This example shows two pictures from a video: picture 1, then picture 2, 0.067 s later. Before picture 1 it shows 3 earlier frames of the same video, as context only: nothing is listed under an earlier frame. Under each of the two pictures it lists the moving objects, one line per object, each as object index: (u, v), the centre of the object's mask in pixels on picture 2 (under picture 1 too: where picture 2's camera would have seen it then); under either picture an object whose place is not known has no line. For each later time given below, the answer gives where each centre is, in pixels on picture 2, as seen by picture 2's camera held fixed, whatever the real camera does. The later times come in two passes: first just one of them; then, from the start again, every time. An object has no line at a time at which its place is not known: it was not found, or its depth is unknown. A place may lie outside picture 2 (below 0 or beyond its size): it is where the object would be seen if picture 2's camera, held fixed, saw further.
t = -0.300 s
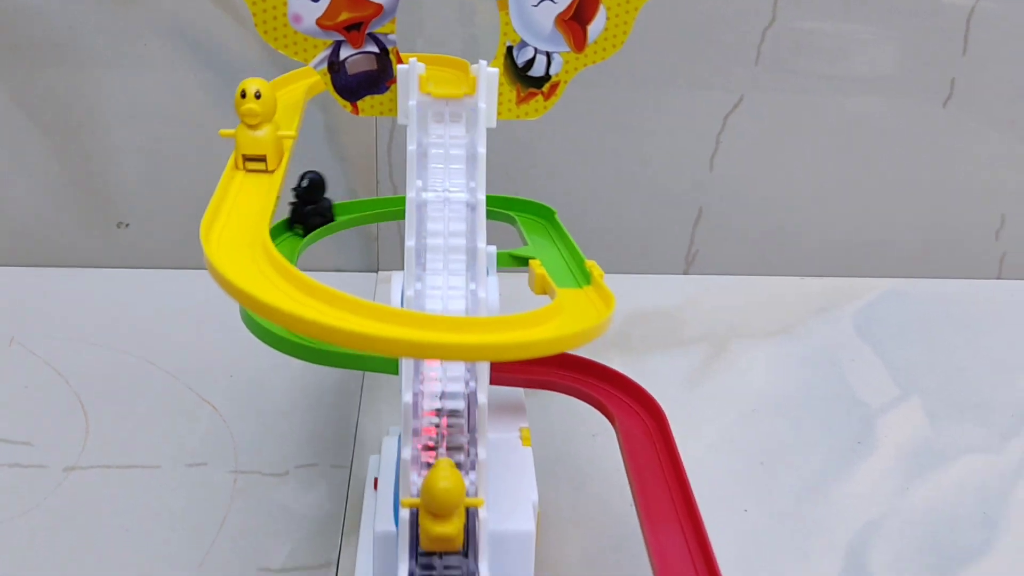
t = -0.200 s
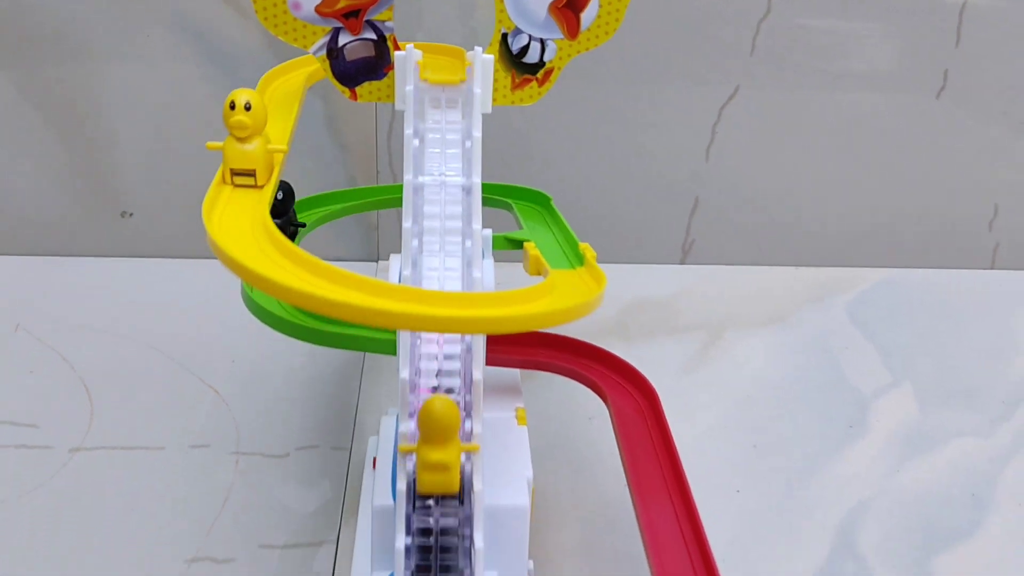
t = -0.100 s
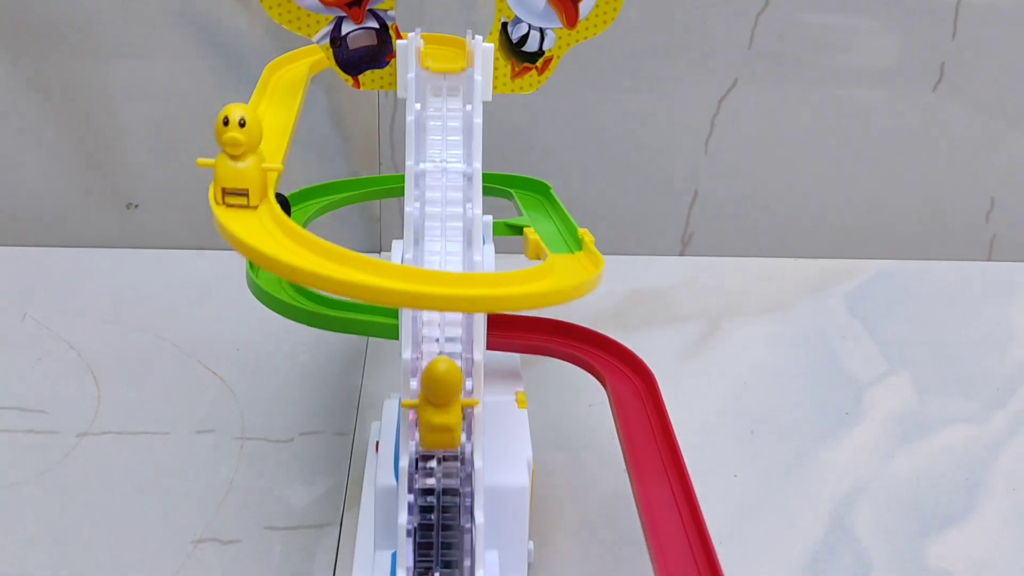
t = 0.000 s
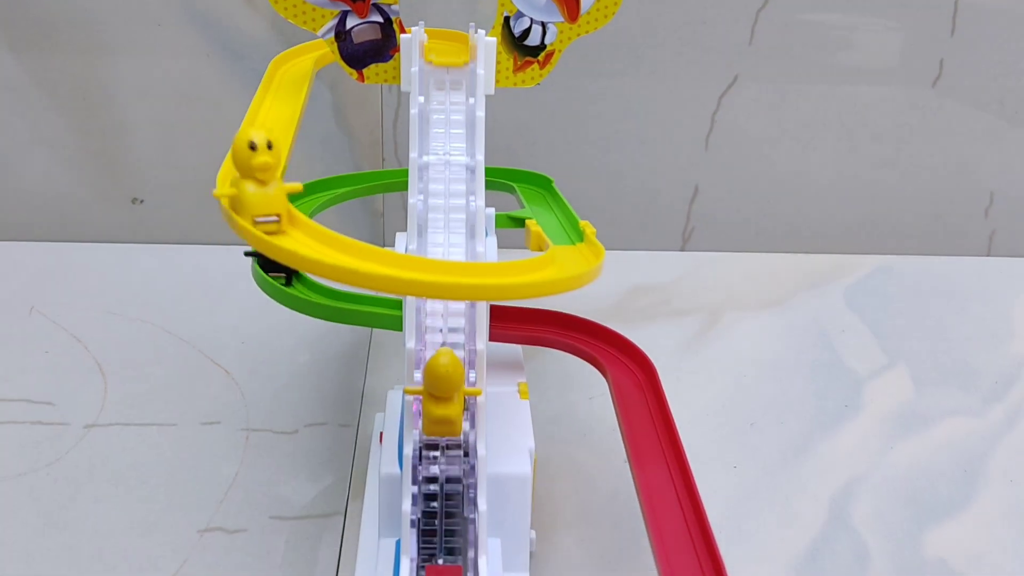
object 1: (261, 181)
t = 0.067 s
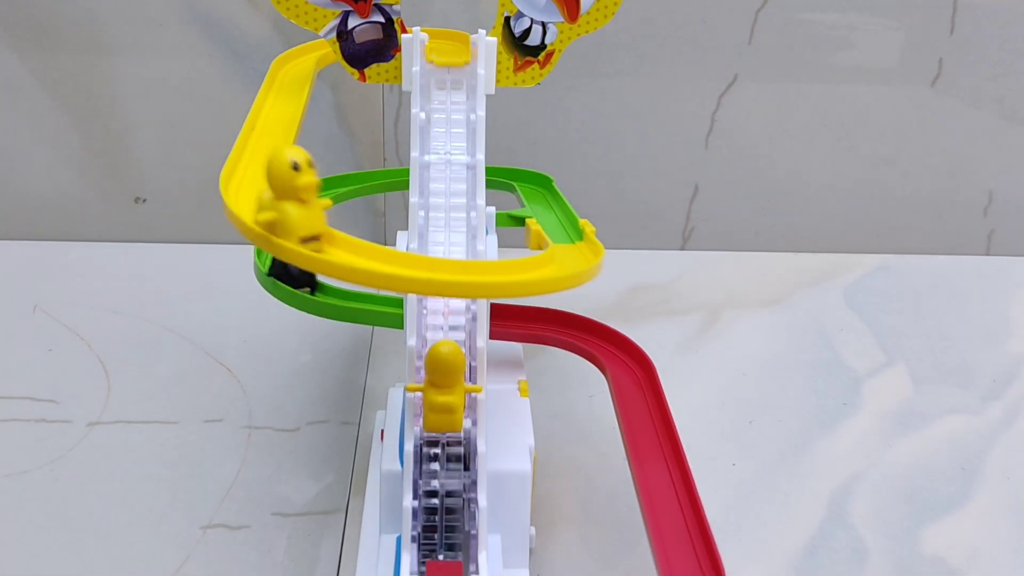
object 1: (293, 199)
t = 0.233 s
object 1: (441, 233)
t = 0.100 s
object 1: (316, 208)
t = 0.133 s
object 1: (342, 215)
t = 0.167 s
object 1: (371, 222)
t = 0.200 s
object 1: (403, 228)
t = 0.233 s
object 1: (441, 233)
